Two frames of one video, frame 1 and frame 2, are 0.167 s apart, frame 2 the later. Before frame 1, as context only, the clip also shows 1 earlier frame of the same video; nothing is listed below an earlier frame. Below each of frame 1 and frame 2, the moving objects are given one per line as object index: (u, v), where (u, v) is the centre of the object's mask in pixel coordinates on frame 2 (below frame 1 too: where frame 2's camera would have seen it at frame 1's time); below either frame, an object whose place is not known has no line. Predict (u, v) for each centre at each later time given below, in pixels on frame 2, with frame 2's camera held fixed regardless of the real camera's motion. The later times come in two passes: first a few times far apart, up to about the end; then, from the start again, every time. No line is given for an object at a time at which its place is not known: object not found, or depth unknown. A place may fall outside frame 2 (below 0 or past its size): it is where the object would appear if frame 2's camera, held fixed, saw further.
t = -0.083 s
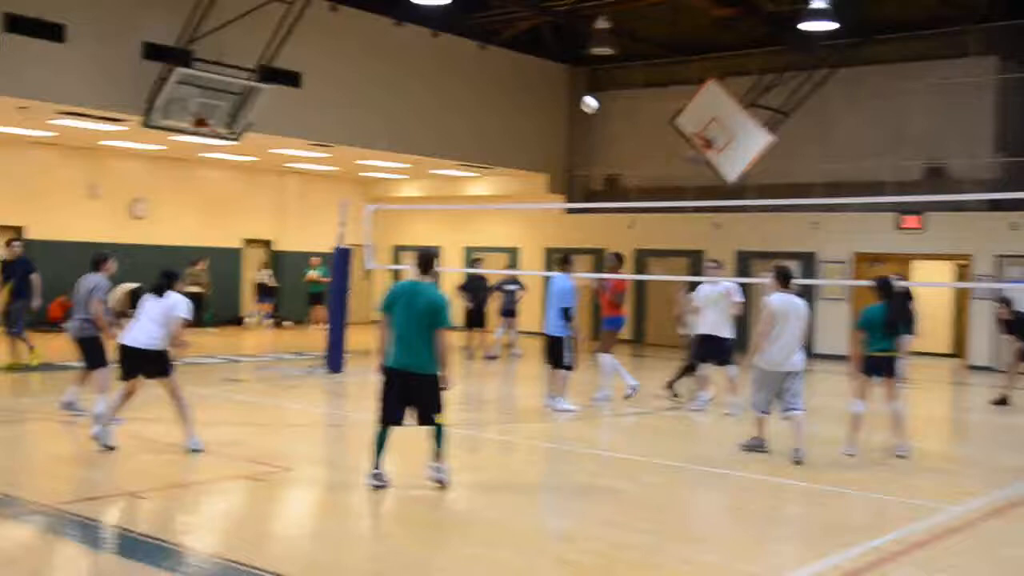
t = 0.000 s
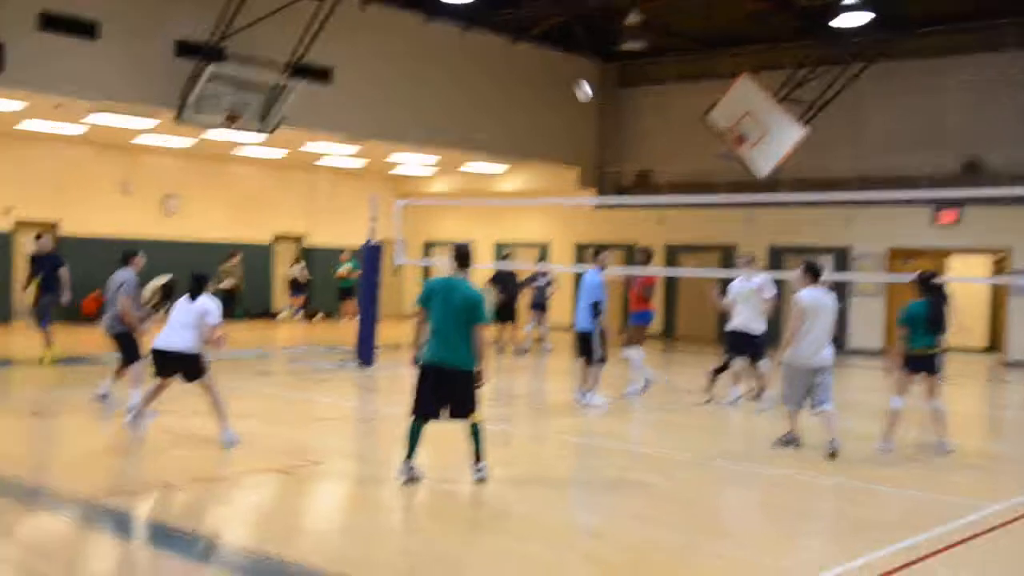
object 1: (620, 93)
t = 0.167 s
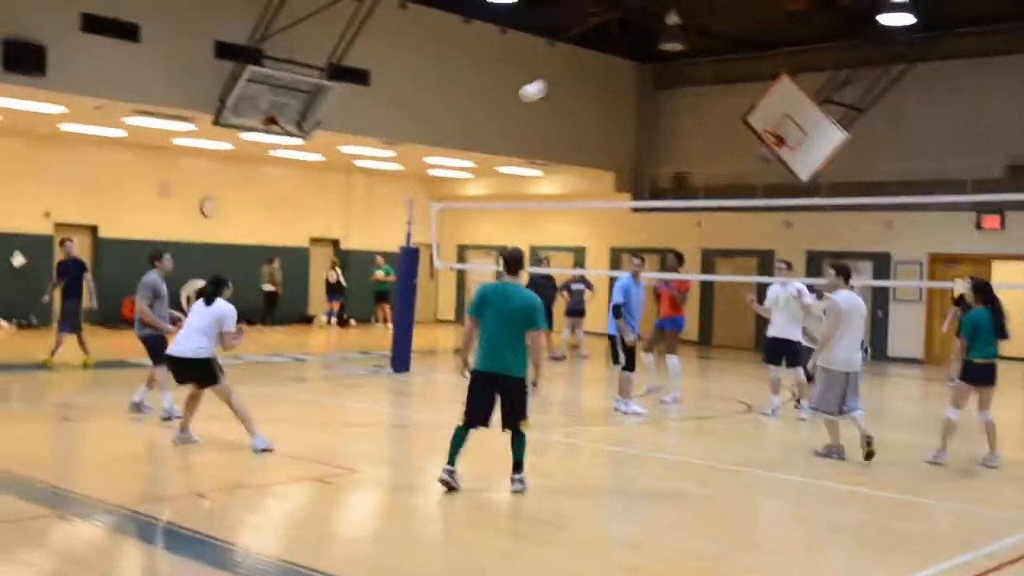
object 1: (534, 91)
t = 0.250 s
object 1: (485, 100)
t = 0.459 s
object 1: (339, 154)
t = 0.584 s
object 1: (229, 220)
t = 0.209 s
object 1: (509, 95)
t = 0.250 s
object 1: (485, 100)
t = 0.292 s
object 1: (459, 106)
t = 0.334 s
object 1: (430, 115)
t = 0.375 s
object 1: (401, 126)
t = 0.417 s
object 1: (375, 134)
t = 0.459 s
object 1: (339, 154)
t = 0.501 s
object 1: (308, 171)
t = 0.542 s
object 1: (269, 194)
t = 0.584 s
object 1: (229, 220)
